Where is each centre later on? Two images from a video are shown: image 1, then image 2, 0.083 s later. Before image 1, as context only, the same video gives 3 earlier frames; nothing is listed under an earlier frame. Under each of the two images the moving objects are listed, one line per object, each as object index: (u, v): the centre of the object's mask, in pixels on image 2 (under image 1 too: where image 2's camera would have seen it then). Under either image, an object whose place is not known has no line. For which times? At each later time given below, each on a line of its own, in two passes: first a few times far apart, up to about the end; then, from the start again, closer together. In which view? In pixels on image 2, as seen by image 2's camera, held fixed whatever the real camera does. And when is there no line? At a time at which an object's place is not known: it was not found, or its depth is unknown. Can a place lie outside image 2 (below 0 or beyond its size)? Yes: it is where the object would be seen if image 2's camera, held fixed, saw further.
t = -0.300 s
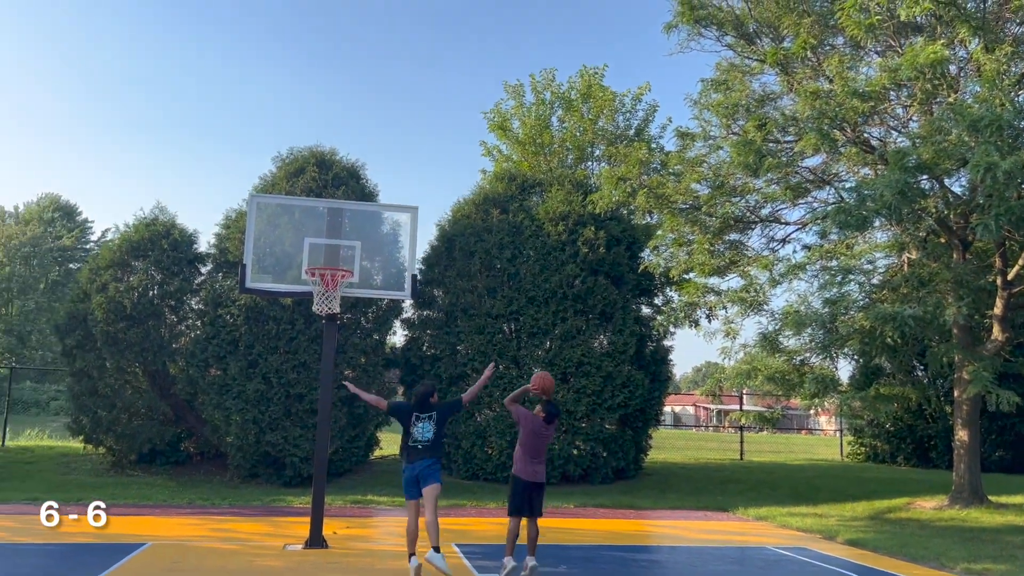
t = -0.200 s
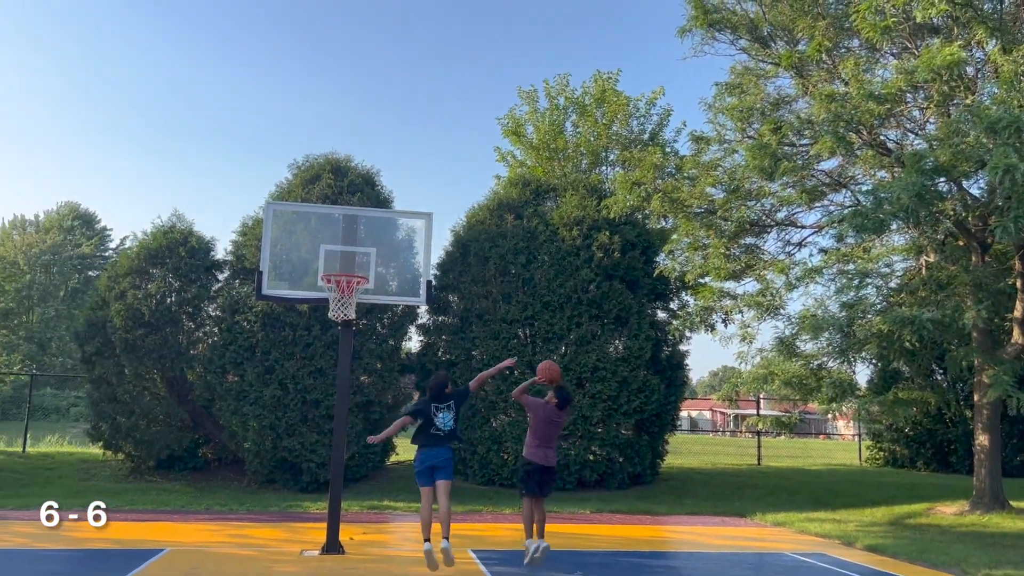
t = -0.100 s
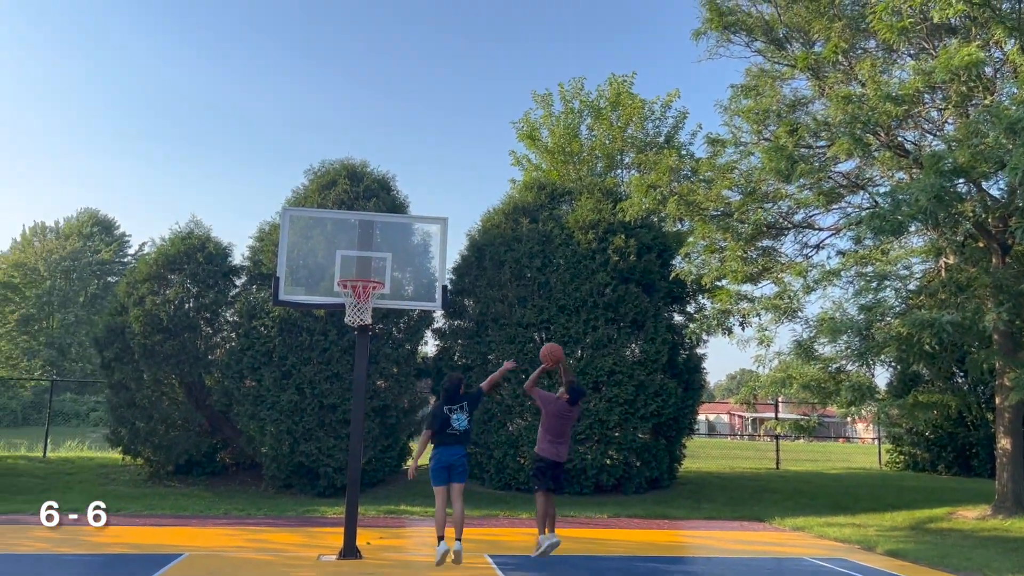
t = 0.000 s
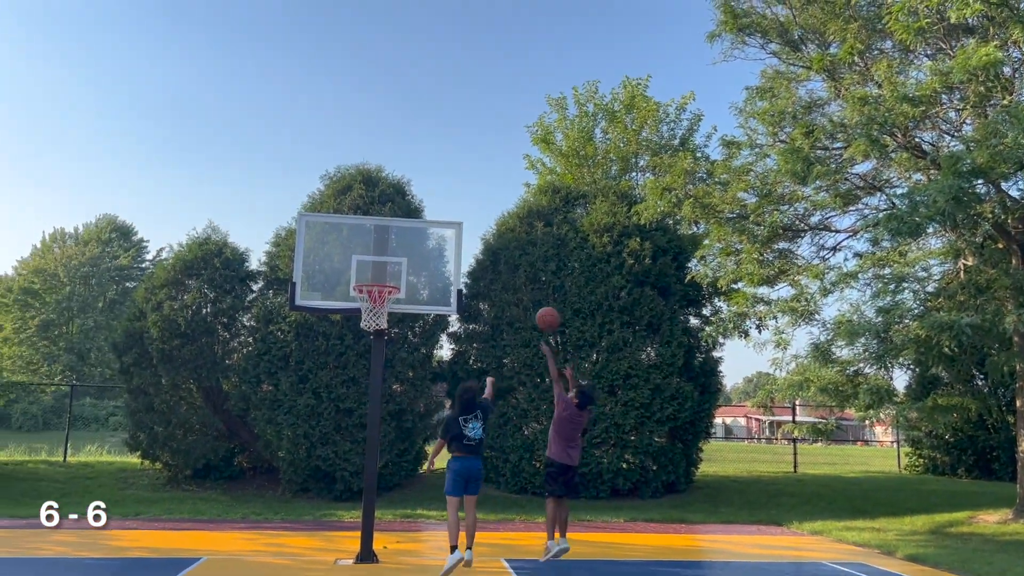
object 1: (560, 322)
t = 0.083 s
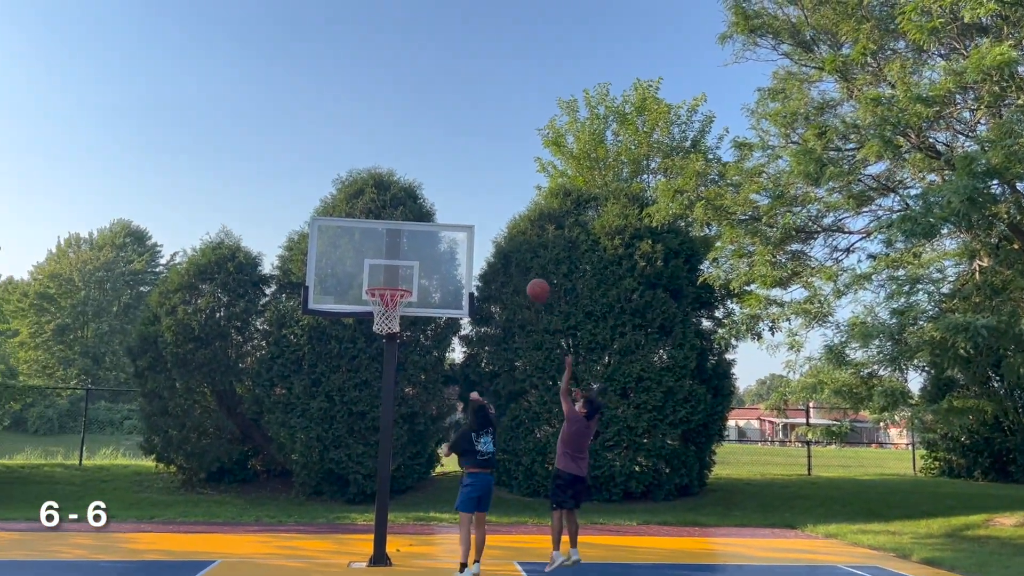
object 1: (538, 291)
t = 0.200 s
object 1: (509, 259)
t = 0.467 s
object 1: (446, 235)
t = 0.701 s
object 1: (392, 267)
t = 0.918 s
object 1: (371, 252)
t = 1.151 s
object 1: (361, 238)
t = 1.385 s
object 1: (348, 271)
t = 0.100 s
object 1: (534, 285)
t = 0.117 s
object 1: (530, 279)
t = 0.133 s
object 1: (526, 275)
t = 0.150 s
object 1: (522, 271)
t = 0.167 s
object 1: (518, 266)
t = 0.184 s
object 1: (513, 262)
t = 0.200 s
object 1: (509, 259)
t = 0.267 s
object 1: (493, 247)
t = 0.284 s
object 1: (489, 244)
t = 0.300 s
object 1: (485, 242)
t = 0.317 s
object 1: (481, 240)
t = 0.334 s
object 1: (477, 239)
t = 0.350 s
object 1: (473, 237)
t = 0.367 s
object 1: (469, 236)
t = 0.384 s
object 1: (465, 236)
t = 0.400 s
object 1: (461, 235)
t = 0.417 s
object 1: (457, 235)
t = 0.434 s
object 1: (453, 235)
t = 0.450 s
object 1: (449, 235)
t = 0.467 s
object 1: (446, 235)
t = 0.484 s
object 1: (442, 236)
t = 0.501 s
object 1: (438, 237)
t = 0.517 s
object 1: (434, 238)
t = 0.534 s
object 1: (430, 240)
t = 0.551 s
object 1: (426, 241)
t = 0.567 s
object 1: (423, 243)
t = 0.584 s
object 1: (418, 246)
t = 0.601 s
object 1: (415, 247)
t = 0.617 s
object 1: (411, 250)
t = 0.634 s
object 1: (407, 253)
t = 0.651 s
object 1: (403, 256)
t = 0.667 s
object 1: (399, 259)
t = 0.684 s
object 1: (396, 264)
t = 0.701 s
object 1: (392, 267)
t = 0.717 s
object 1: (388, 271)
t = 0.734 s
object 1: (385, 276)
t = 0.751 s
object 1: (381, 279)
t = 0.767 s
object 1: (377, 281)
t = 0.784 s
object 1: (376, 280)
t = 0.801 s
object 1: (376, 277)
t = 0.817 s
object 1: (375, 273)
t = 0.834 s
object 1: (375, 269)
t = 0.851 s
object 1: (373, 264)
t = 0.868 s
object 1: (373, 261)
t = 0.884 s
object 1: (372, 257)
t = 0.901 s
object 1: (371, 254)
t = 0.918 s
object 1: (371, 252)
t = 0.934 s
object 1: (370, 249)
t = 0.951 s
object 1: (370, 247)
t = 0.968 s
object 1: (369, 244)
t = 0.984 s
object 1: (368, 243)
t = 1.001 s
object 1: (367, 241)
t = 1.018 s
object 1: (367, 240)
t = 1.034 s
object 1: (366, 239)
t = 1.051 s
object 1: (365, 238)
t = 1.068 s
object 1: (364, 237)
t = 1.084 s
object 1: (364, 237)
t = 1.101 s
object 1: (363, 236)
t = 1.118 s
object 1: (362, 236)
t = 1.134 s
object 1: (361, 237)
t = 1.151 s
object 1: (361, 238)
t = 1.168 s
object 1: (360, 238)
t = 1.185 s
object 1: (359, 239)
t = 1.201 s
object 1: (358, 241)
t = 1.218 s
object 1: (357, 242)
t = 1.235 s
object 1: (356, 244)
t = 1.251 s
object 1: (355, 246)
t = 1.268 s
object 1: (355, 248)
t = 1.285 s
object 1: (354, 250)
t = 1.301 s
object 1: (353, 253)
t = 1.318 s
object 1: (352, 256)
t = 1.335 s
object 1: (351, 259)
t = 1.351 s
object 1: (350, 263)
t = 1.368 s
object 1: (349, 267)
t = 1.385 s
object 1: (348, 271)
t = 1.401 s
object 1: (347, 275)
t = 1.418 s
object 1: (347, 280)
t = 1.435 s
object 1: (346, 285)
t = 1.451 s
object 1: (345, 289)
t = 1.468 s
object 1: (343, 295)
